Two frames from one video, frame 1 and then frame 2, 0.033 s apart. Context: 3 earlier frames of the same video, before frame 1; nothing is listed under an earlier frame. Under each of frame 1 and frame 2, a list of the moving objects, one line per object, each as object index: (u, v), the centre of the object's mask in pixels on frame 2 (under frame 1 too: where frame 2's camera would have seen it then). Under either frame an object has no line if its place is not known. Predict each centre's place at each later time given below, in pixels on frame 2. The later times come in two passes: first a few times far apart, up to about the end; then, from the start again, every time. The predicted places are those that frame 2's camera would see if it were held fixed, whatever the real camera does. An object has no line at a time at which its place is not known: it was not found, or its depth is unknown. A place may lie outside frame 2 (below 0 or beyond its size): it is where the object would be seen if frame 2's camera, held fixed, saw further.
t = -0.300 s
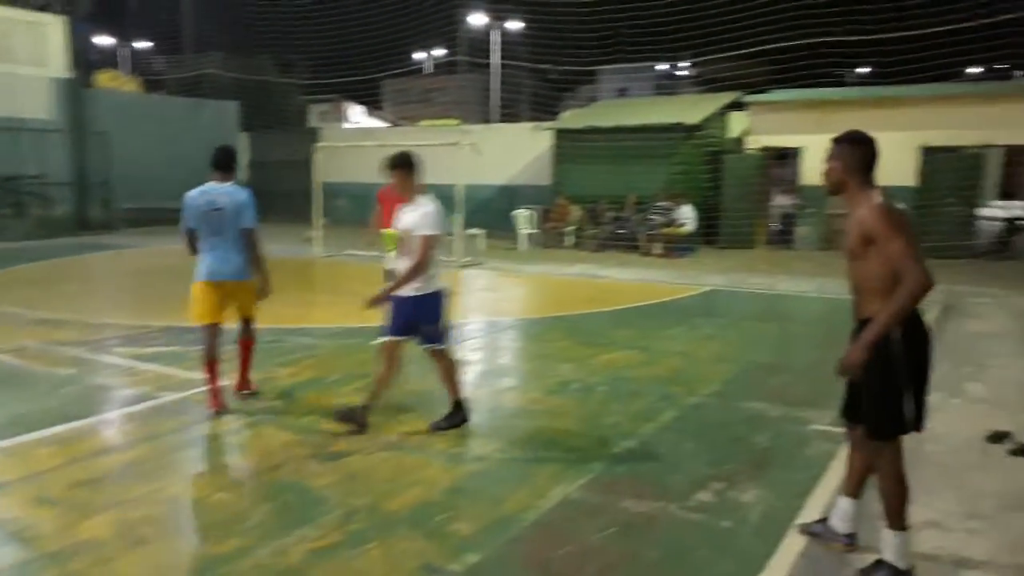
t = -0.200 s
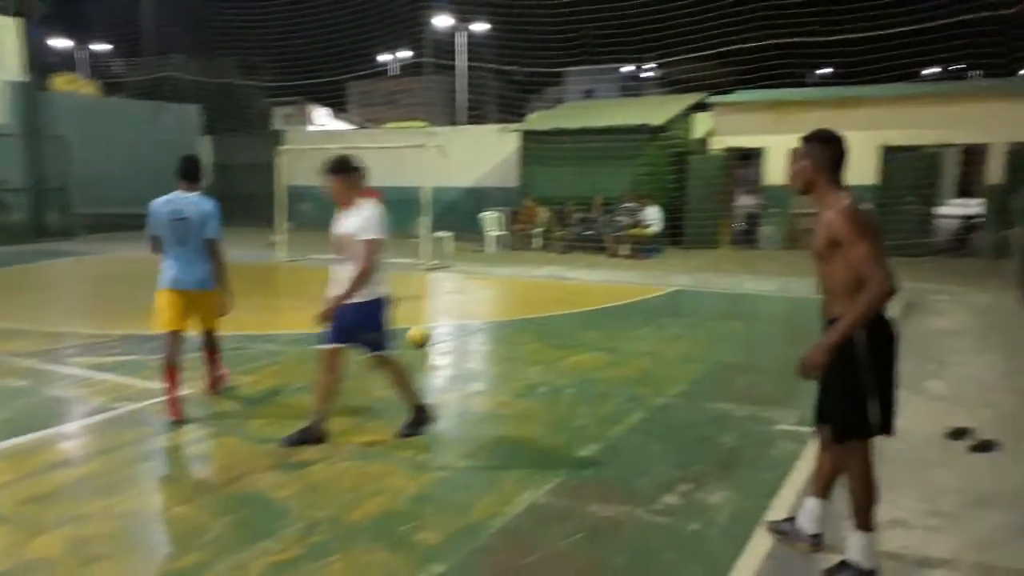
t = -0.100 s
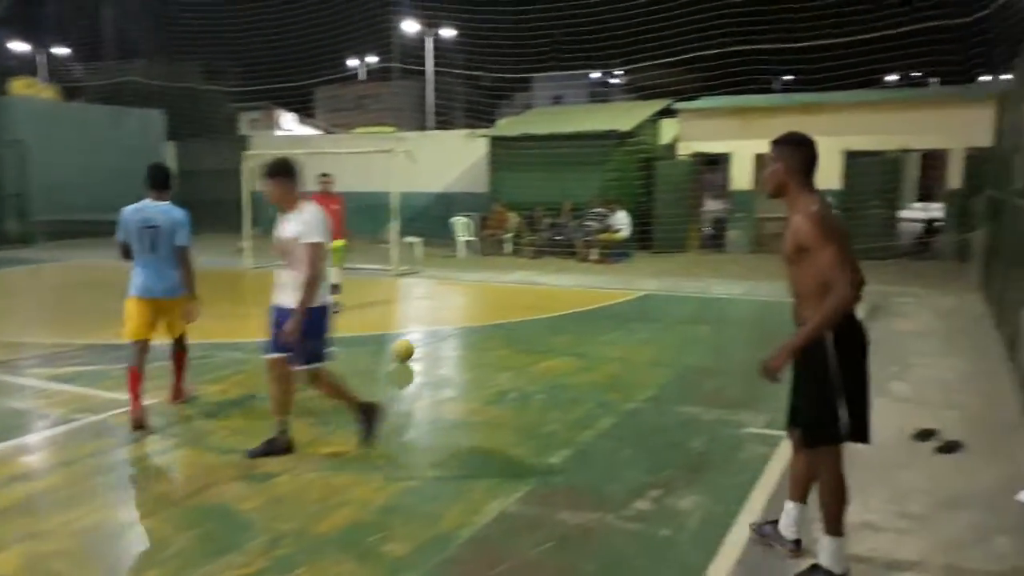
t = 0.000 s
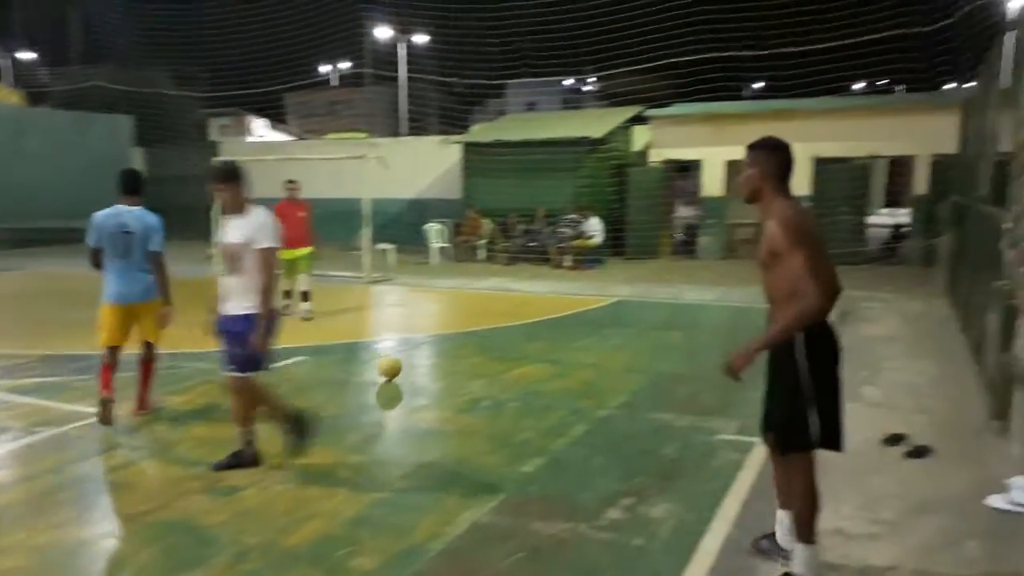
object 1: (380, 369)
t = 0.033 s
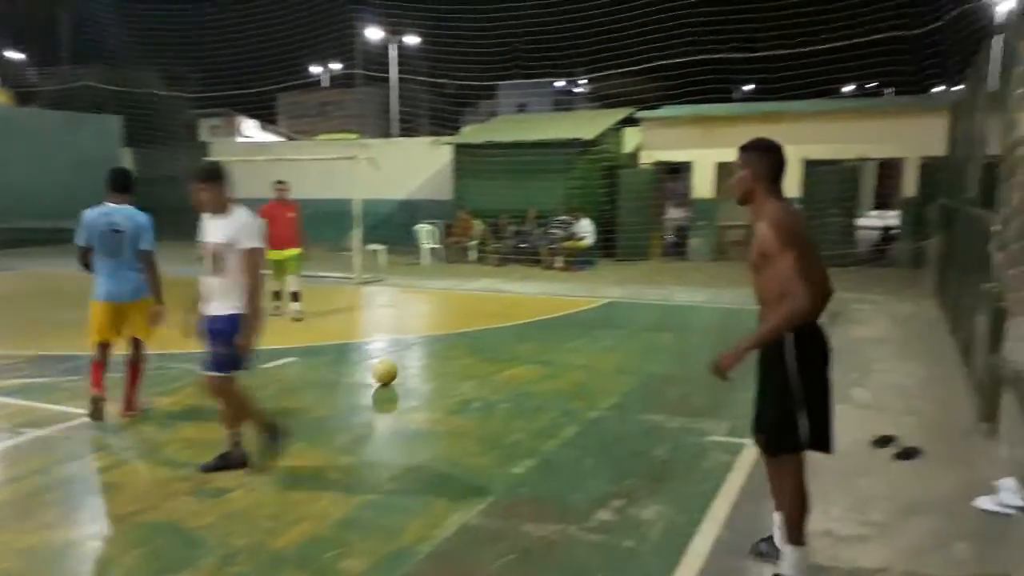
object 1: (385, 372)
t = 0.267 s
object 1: (425, 394)
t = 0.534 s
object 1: (486, 429)
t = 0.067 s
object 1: (390, 373)
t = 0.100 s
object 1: (396, 378)
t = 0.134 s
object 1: (401, 381)
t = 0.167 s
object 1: (408, 385)
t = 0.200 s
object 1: (414, 386)
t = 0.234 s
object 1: (421, 392)
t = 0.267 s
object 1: (425, 394)
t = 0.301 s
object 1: (433, 398)
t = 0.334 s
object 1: (440, 402)
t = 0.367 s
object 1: (447, 407)
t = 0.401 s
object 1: (455, 412)
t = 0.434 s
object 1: (463, 415)
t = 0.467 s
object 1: (470, 420)
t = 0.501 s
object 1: (477, 424)
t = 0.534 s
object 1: (486, 429)
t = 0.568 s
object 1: (495, 433)
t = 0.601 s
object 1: (504, 440)
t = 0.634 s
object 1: (514, 445)
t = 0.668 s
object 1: (523, 450)
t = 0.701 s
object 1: (533, 456)
